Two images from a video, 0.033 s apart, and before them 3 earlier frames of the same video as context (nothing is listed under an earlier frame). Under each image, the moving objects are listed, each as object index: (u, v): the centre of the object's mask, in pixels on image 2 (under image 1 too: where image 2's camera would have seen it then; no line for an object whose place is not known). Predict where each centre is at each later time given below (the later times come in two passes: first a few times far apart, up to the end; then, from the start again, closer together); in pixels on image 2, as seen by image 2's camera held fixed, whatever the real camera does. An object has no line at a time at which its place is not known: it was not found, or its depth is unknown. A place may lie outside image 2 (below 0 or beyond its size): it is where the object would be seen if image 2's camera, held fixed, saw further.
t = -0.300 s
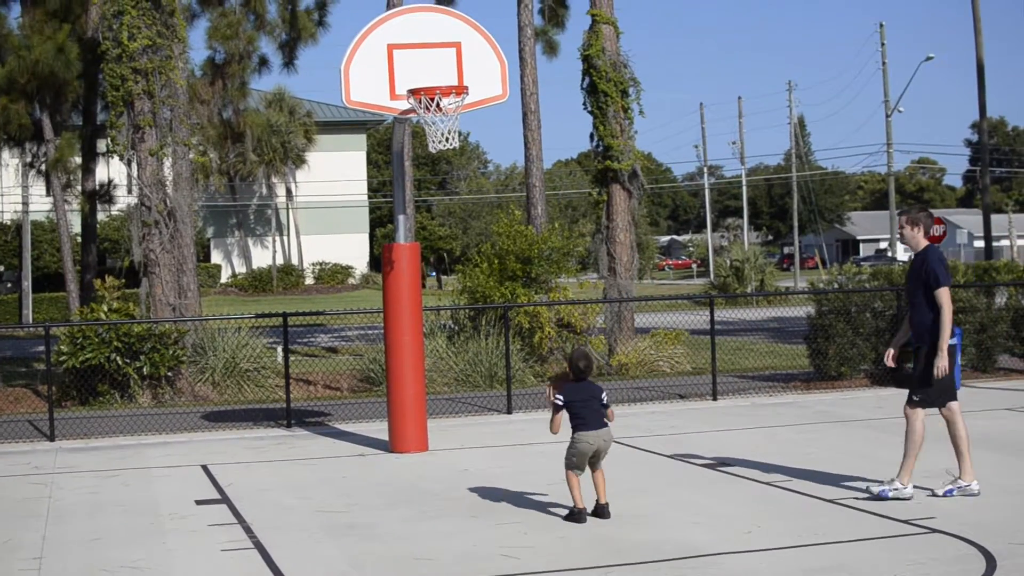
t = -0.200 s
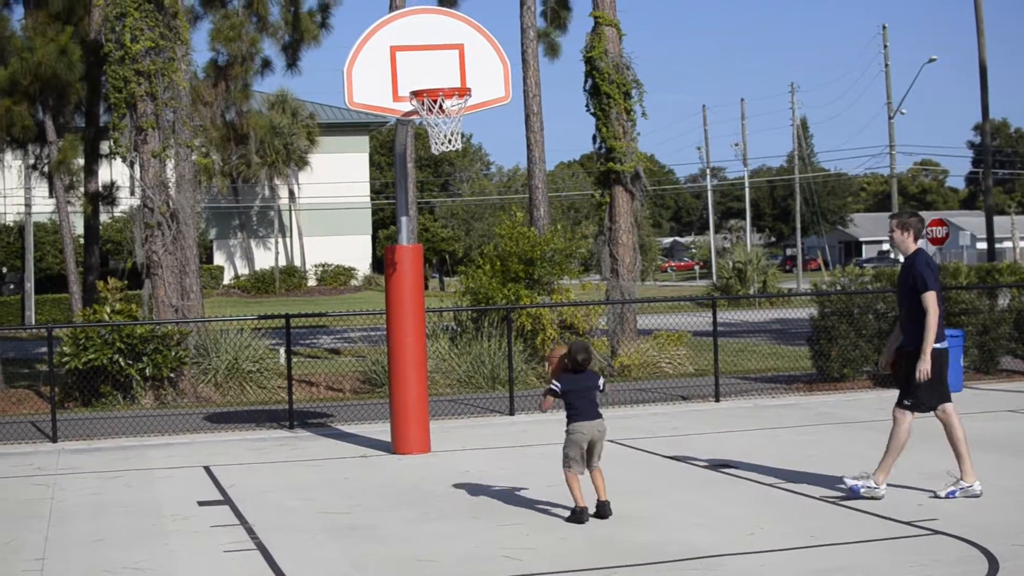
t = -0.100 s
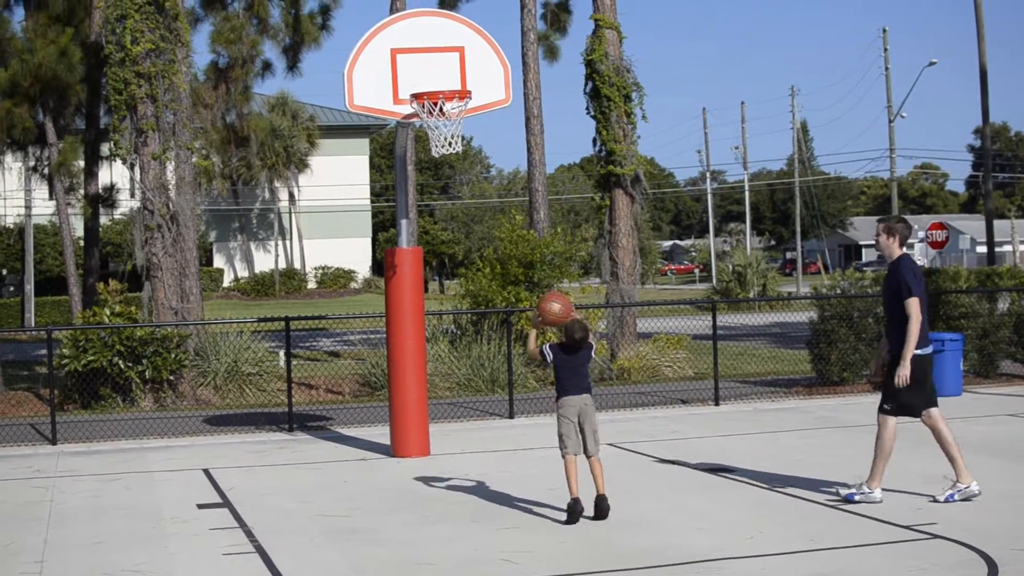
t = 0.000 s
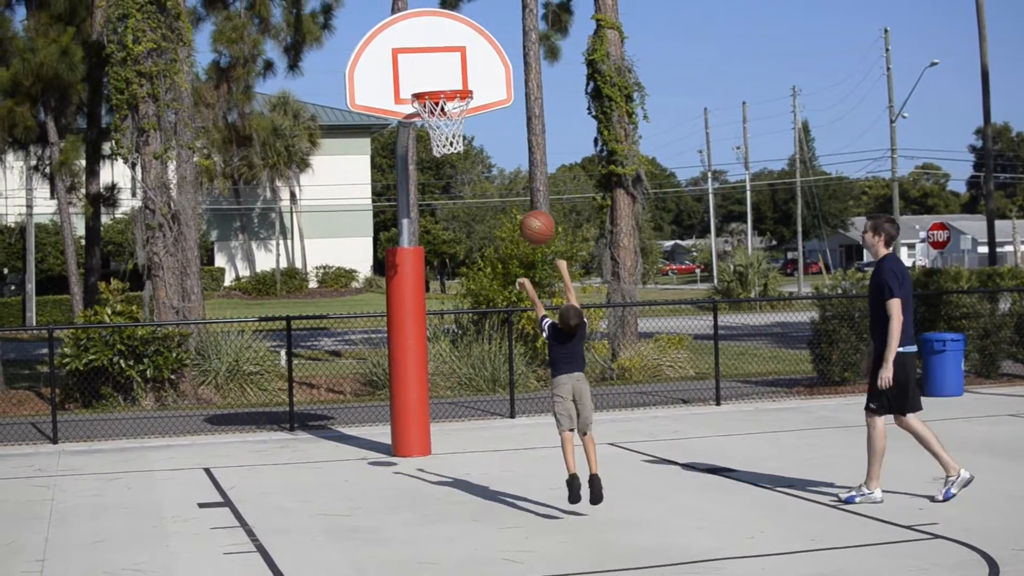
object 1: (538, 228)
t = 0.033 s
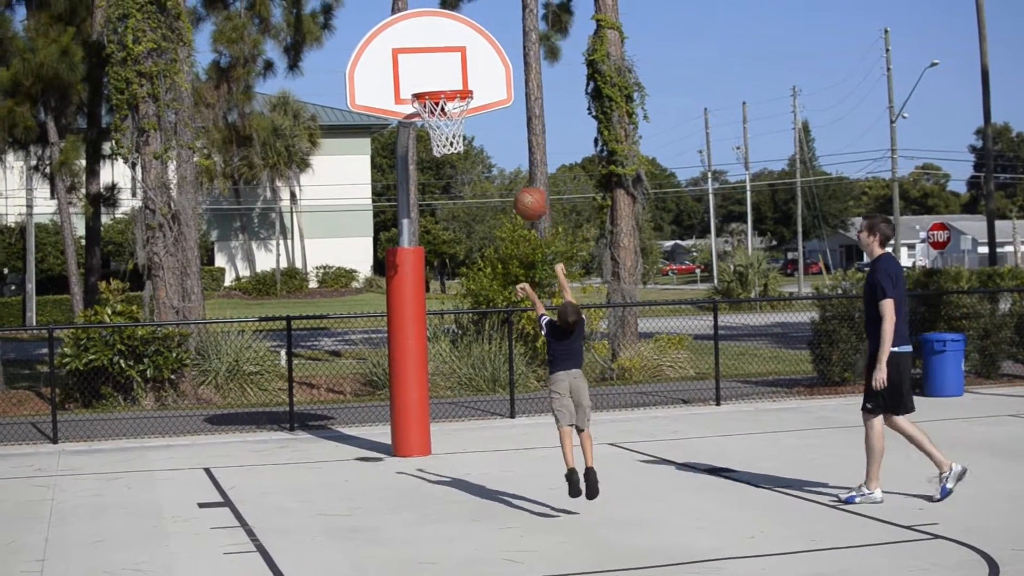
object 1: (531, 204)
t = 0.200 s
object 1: (503, 114)
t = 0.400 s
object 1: (476, 64)
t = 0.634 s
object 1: (448, 75)
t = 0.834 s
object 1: (451, 73)
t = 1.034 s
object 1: (445, 77)
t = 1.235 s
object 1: (425, 75)
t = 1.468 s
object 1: (428, 85)
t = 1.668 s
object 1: (442, 140)
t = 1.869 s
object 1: (461, 215)
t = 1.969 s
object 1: (471, 270)
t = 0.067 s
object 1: (525, 182)
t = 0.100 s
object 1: (519, 162)
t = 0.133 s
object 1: (514, 144)
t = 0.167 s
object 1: (509, 128)
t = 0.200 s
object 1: (503, 114)
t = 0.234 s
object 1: (498, 102)
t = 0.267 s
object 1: (493, 91)
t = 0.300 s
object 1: (488, 82)
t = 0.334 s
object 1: (483, 75)
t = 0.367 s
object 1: (480, 69)
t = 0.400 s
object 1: (476, 64)
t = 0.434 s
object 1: (471, 62)
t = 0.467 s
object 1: (467, 60)
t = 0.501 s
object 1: (463, 61)
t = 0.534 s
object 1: (458, 62)
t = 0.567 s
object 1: (455, 65)
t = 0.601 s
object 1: (451, 70)
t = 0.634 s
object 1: (448, 75)
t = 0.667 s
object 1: (445, 80)
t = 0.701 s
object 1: (446, 79)
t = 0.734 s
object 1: (447, 76)
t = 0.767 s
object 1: (448, 74)
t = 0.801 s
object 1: (450, 73)
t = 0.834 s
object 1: (451, 73)
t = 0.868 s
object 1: (453, 75)
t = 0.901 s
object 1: (455, 77)
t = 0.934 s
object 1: (456, 80)
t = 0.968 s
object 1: (455, 80)
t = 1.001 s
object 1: (449, 78)
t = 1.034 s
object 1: (445, 77)
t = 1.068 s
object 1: (440, 77)
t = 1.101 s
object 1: (435, 77)
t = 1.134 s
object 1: (430, 79)
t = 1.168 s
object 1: (425, 82)
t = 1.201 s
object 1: (424, 79)
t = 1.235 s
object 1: (425, 75)
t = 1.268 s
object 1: (425, 73)
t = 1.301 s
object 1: (426, 73)
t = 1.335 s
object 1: (426, 73)
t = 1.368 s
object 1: (427, 76)
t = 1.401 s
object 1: (427, 79)
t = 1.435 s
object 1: (428, 82)
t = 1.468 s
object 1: (428, 85)
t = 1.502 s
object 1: (428, 89)
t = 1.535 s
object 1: (438, 108)
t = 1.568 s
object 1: (439, 111)
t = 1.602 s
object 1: (435, 123)
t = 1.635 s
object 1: (437, 128)
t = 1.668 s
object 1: (442, 140)
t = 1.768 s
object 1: (450, 171)
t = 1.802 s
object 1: (455, 184)
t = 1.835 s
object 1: (457, 199)
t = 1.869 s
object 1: (461, 215)
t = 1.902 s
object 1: (464, 232)
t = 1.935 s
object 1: (468, 250)
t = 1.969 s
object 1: (471, 270)
